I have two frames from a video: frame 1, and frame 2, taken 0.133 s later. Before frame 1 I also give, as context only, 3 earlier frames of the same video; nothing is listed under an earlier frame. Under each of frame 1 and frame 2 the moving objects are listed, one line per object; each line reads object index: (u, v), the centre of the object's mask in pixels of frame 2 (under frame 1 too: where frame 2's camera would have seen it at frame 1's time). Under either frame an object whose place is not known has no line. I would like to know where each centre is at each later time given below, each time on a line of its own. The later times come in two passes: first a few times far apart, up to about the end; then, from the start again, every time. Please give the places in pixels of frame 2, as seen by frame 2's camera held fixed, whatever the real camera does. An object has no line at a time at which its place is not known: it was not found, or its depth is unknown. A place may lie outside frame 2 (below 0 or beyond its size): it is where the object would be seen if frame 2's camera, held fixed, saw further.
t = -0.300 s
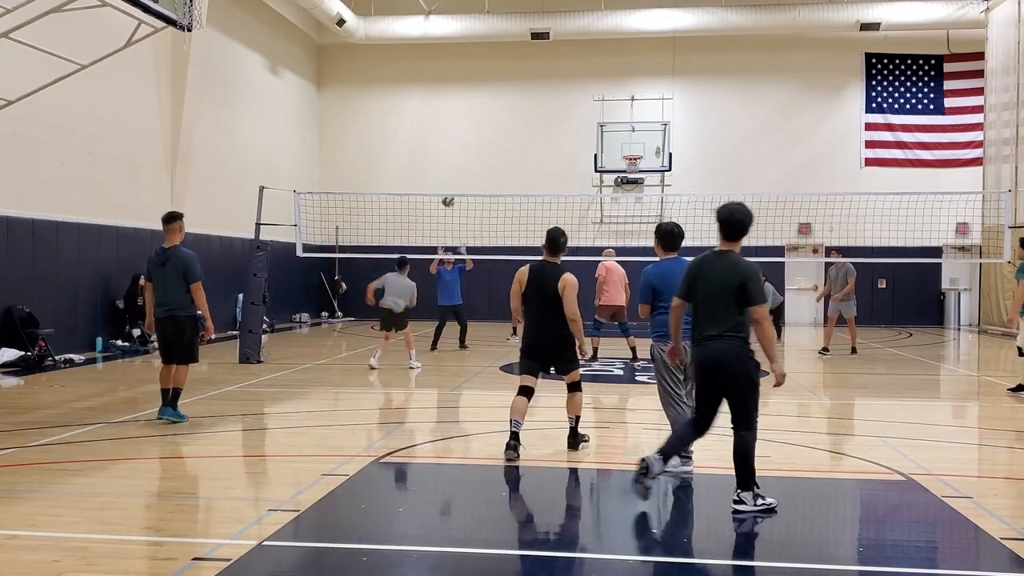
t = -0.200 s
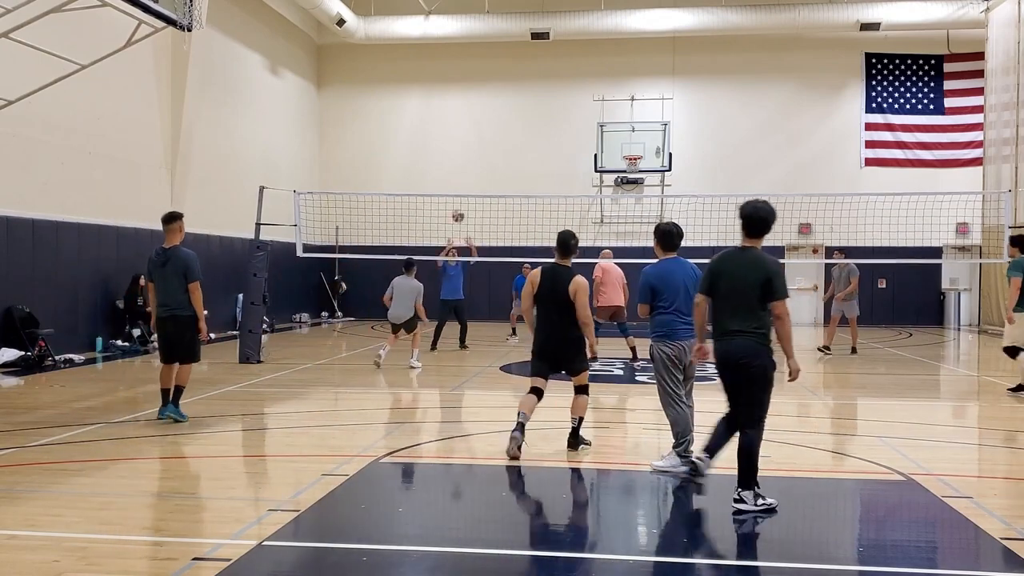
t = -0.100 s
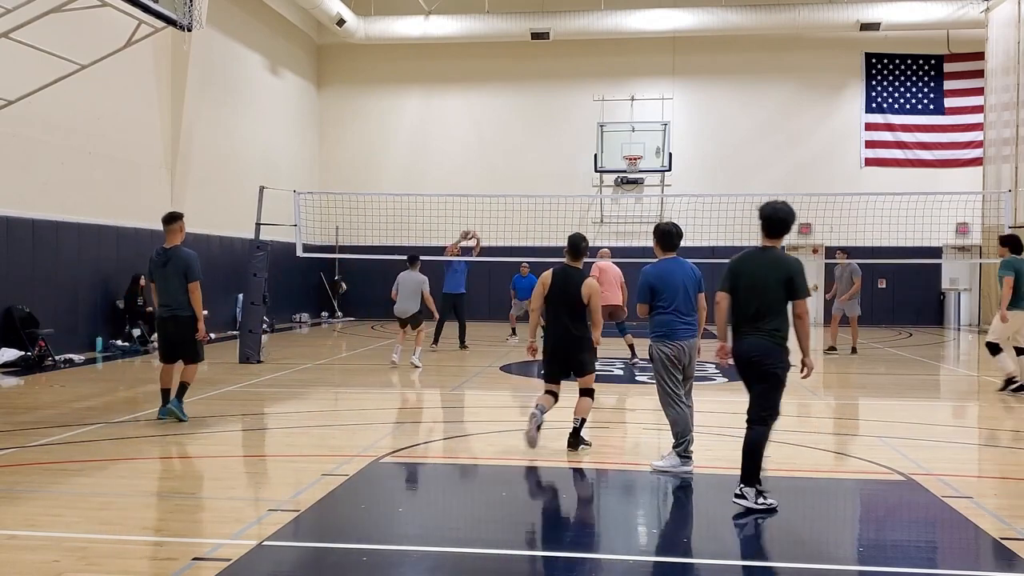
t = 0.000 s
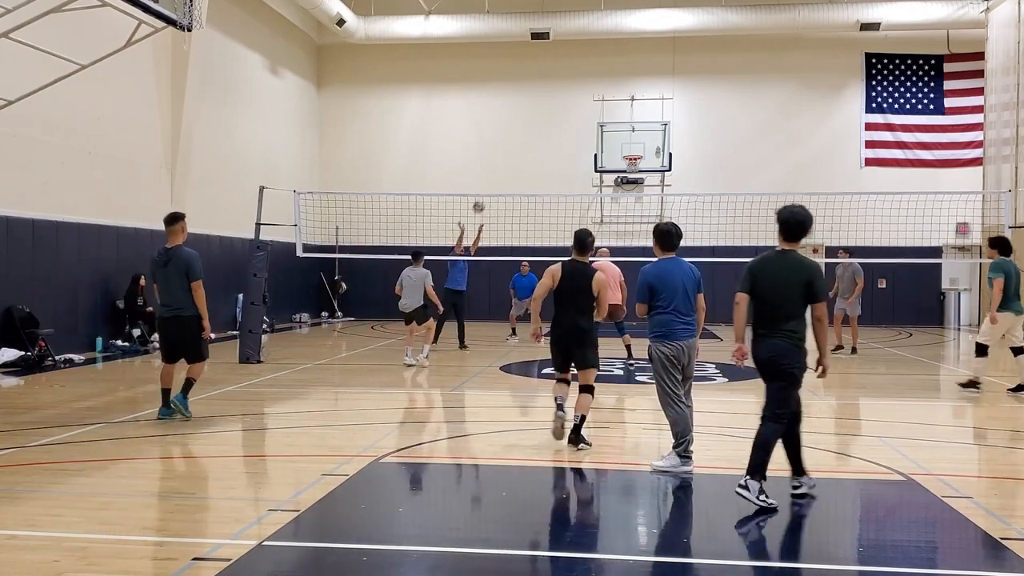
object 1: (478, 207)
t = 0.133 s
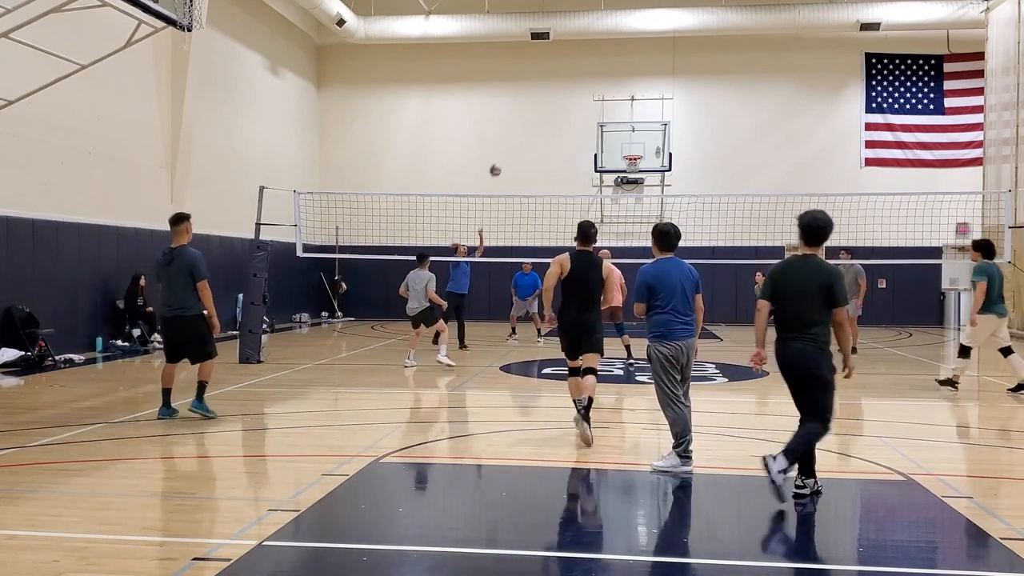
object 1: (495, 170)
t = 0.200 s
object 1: (503, 156)
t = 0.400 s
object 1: (527, 127)
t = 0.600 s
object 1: (553, 122)
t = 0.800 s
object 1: (578, 143)
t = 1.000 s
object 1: (605, 189)
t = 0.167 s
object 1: (499, 163)
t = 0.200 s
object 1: (503, 156)
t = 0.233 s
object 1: (506, 149)
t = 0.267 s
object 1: (510, 144)
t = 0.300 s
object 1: (515, 138)
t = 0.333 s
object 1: (519, 134)
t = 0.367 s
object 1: (523, 130)
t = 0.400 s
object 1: (527, 127)
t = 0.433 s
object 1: (531, 124)
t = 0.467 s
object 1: (536, 122)
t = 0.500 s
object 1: (540, 121)
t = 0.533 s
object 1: (544, 121)
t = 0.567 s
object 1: (548, 121)
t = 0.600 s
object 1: (553, 122)
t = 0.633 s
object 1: (557, 124)
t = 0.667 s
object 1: (561, 127)
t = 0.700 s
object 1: (565, 130)
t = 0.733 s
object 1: (569, 133)
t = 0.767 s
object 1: (574, 138)
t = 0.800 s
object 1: (578, 143)
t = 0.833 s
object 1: (582, 149)
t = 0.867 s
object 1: (586, 156)
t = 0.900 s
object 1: (590, 164)
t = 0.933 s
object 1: (594, 172)
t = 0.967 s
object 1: (598, 180)
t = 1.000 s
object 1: (605, 189)
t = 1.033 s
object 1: (606, 202)
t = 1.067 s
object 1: (610, 213)
